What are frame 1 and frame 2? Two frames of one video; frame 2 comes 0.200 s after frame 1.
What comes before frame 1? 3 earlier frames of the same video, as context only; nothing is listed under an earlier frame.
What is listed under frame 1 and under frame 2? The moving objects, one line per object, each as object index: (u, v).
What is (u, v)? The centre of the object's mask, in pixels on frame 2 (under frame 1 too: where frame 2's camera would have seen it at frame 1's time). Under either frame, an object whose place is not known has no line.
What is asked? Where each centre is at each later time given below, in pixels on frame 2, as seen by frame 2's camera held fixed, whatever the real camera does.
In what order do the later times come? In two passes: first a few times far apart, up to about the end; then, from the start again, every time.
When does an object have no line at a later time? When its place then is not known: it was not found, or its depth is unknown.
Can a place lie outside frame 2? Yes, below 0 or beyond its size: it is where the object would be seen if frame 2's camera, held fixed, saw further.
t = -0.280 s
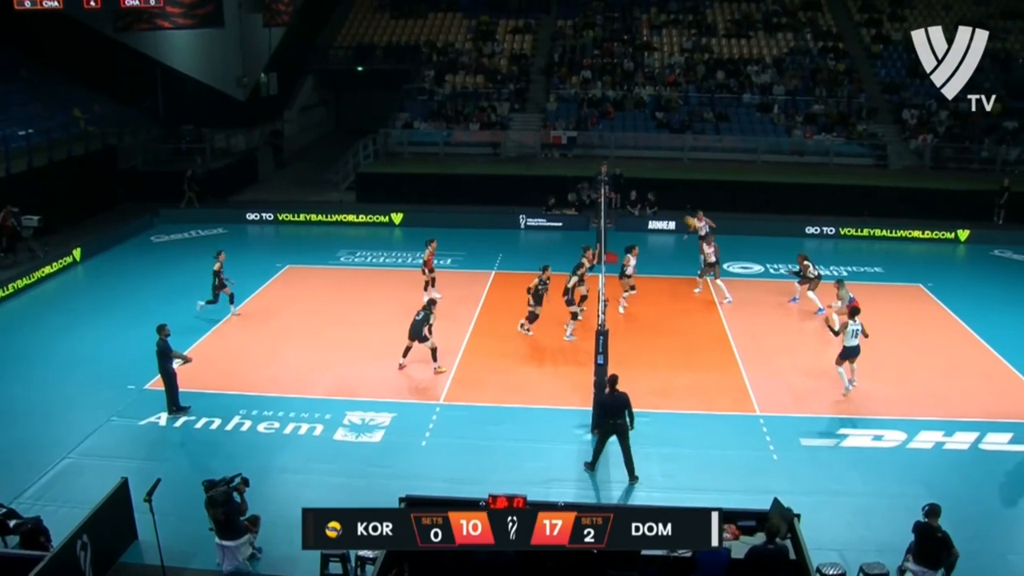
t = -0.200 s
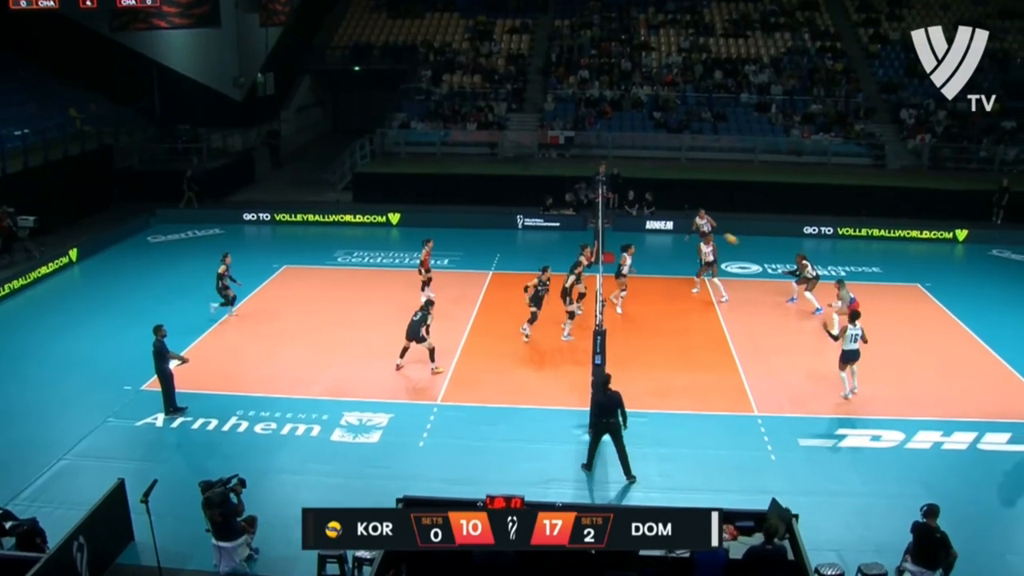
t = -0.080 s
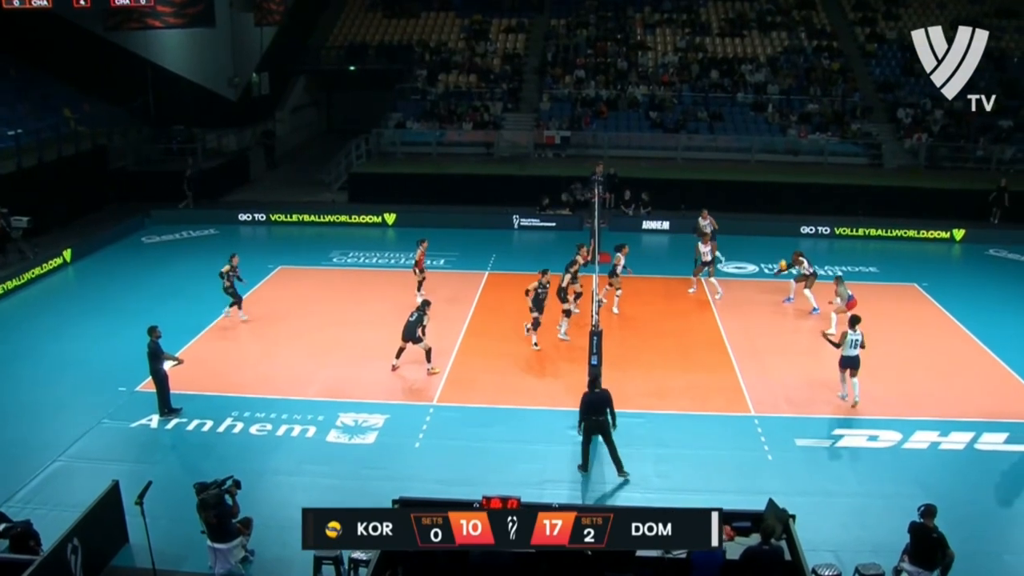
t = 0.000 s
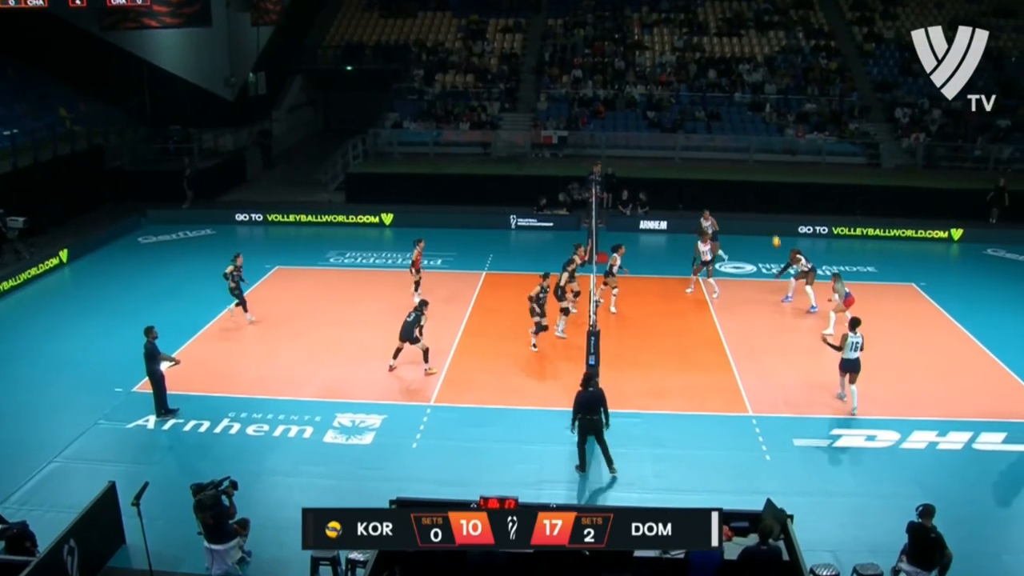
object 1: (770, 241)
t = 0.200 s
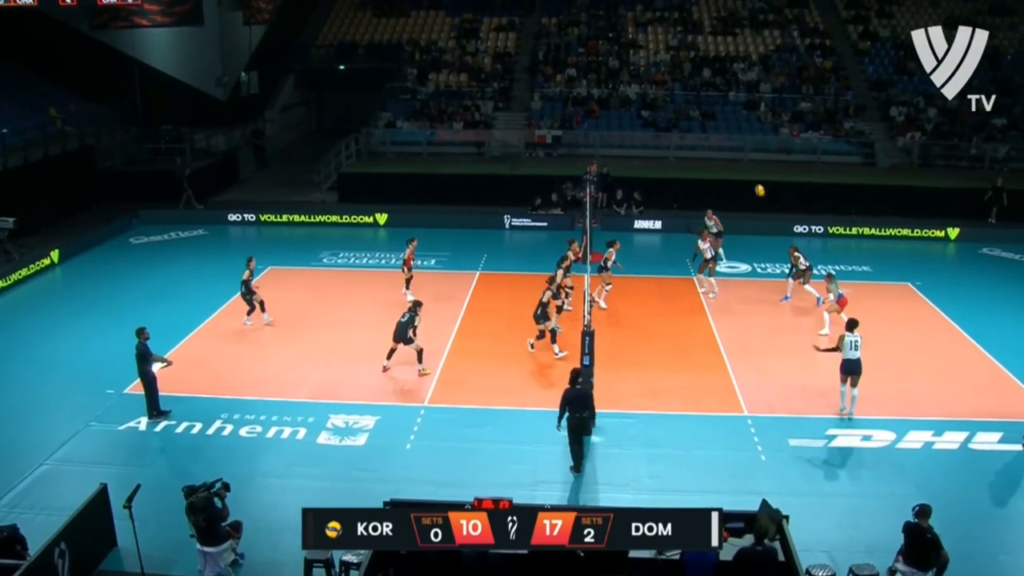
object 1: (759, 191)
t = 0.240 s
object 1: (757, 182)
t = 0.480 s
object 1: (744, 145)
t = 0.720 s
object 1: (730, 129)
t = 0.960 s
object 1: (714, 138)
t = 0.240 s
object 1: (757, 182)
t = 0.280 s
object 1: (755, 174)
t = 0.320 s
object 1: (753, 167)
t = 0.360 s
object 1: (751, 161)
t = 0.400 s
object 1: (749, 155)
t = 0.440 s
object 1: (746, 149)
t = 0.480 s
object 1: (744, 145)
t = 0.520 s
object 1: (742, 141)
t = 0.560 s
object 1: (740, 137)
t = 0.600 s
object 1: (738, 134)
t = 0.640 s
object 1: (735, 132)
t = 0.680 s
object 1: (733, 130)
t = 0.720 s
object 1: (730, 129)
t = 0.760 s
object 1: (728, 129)
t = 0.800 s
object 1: (725, 130)
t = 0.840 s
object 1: (723, 130)
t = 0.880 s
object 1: (720, 133)
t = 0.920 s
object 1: (717, 135)
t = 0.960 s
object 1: (714, 138)
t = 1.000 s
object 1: (712, 142)
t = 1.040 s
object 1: (709, 147)
